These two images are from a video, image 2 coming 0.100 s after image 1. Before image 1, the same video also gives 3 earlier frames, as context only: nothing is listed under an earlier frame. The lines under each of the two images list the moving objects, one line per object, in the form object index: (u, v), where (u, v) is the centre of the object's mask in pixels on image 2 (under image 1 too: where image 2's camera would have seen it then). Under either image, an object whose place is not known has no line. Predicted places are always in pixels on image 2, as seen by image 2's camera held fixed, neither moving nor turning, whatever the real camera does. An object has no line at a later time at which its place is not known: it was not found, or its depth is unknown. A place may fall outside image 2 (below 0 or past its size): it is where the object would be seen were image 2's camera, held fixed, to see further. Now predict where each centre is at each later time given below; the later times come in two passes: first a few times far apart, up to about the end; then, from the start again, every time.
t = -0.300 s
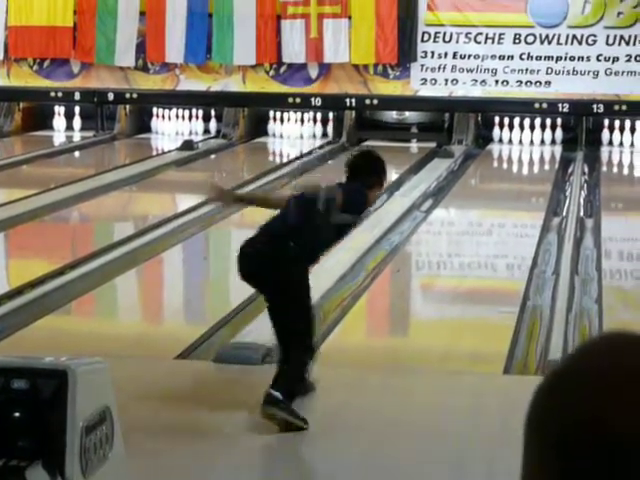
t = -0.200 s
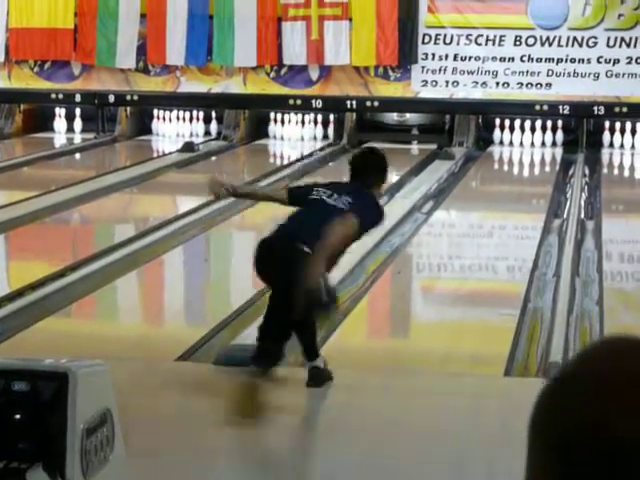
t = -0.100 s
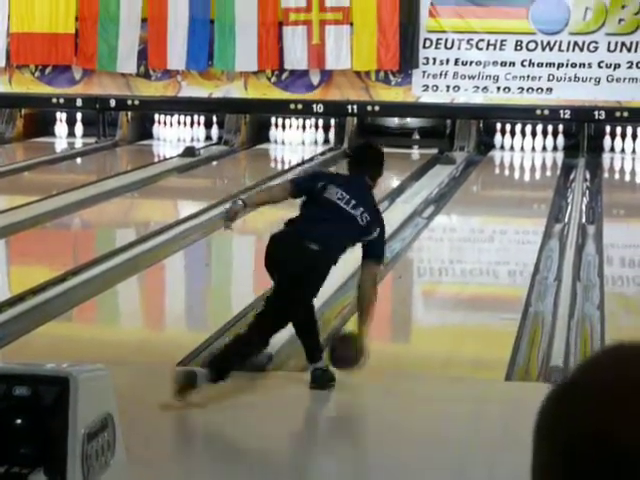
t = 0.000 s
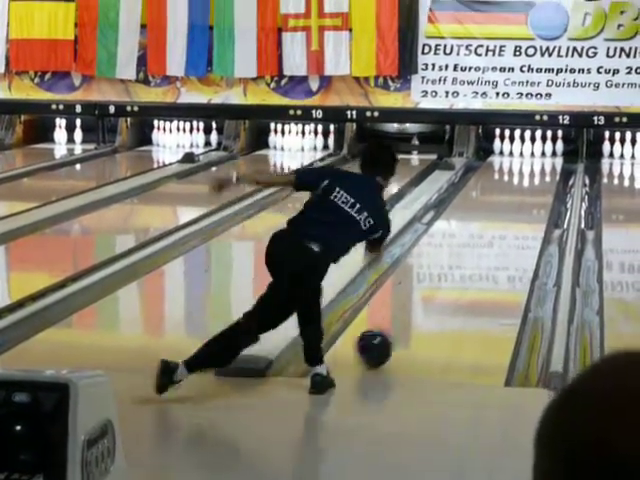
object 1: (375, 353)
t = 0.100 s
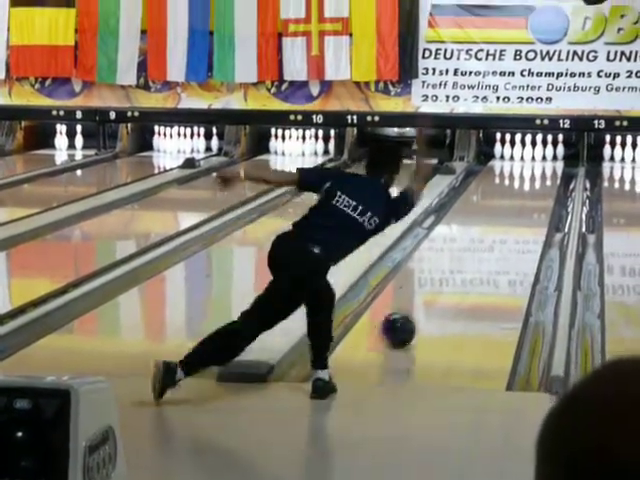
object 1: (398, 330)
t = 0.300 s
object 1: (434, 292)
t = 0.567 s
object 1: (469, 255)
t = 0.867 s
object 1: (497, 226)
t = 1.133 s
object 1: (514, 204)
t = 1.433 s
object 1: (528, 185)
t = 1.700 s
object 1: (535, 172)
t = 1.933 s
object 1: (534, 162)
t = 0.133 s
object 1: (405, 322)
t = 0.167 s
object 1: (411, 316)
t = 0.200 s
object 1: (417, 310)
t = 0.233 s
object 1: (423, 303)
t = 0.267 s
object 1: (429, 297)
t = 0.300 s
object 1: (434, 292)
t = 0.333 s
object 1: (439, 286)
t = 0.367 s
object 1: (444, 281)
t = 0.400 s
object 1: (449, 276)
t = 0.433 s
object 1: (454, 272)
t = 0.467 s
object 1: (458, 267)
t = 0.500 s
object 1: (462, 263)
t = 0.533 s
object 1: (465, 259)
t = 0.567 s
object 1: (469, 255)
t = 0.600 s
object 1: (473, 251)
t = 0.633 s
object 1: (476, 248)
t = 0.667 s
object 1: (480, 244)
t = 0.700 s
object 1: (483, 241)
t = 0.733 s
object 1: (486, 238)
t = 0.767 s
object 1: (489, 234)
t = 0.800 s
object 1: (492, 231)
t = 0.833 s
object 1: (494, 228)
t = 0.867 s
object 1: (497, 226)
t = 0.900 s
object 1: (500, 222)
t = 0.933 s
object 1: (502, 219)
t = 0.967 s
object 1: (504, 217)
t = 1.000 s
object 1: (507, 214)
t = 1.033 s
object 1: (509, 212)
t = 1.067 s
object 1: (510, 209)
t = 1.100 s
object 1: (513, 207)
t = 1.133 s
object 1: (514, 204)
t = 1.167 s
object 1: (516, 202)
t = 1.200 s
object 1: (518, 200)
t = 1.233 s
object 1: (519, 198)
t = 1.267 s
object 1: (521, 195)
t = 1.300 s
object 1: (523, 193)
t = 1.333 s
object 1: (524, 192)
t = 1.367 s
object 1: (525, 190)
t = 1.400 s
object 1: (526, 188)
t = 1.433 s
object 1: (528, 185)
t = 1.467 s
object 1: (529, 184)
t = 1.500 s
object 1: (530, 182)
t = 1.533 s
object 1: (531, 180)
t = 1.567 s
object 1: (532, 178)
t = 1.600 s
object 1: (533, 177)
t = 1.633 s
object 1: (534, 175)
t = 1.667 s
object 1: (535, 173)
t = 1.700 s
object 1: (535, 172)
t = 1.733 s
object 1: (535, 170)
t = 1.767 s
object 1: (535, 169)
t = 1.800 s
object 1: (535, 168)
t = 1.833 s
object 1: (536, 167)
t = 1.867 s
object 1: (535, 165)
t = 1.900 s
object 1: (535, 164)
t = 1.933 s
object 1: (534, 162)
